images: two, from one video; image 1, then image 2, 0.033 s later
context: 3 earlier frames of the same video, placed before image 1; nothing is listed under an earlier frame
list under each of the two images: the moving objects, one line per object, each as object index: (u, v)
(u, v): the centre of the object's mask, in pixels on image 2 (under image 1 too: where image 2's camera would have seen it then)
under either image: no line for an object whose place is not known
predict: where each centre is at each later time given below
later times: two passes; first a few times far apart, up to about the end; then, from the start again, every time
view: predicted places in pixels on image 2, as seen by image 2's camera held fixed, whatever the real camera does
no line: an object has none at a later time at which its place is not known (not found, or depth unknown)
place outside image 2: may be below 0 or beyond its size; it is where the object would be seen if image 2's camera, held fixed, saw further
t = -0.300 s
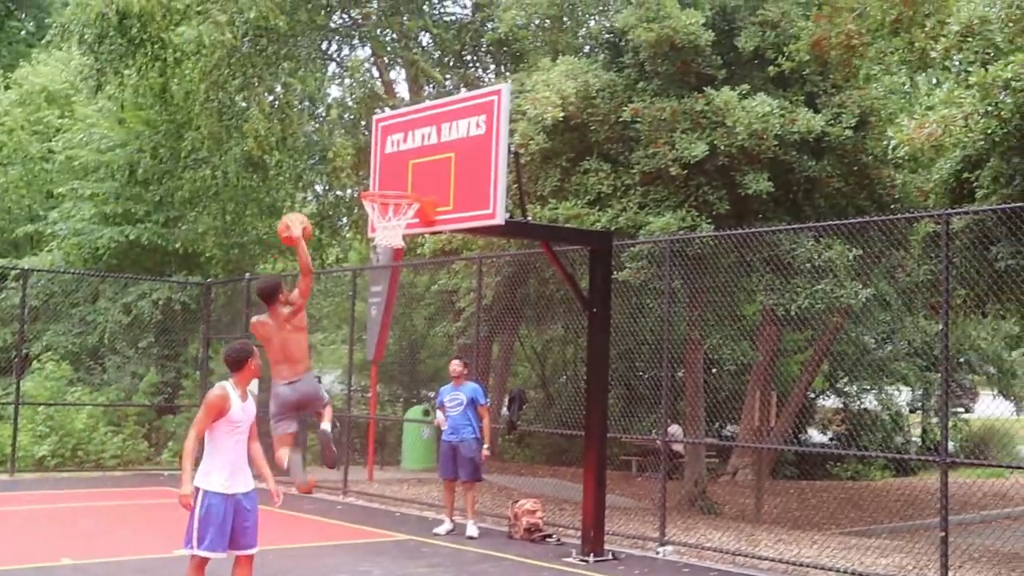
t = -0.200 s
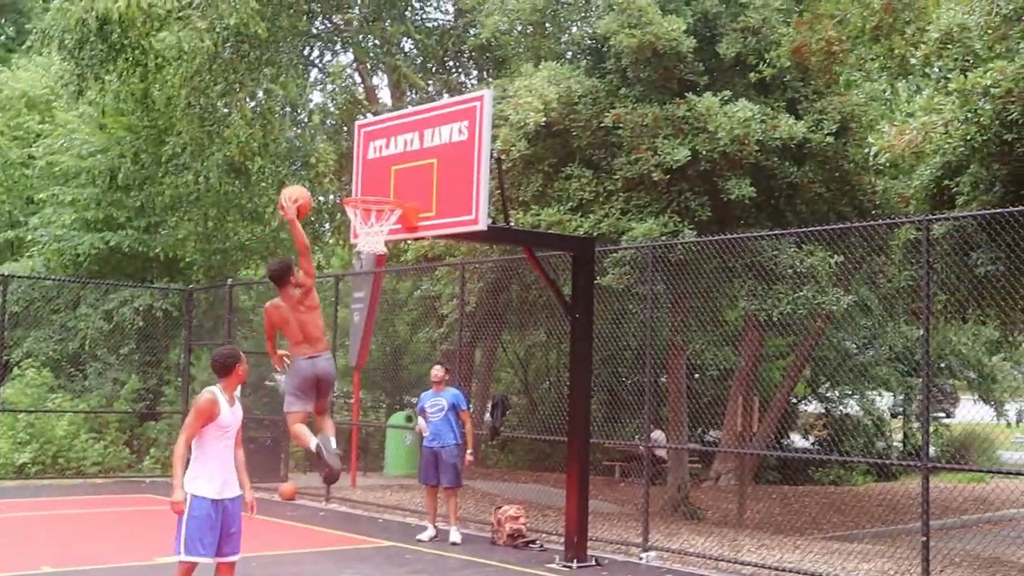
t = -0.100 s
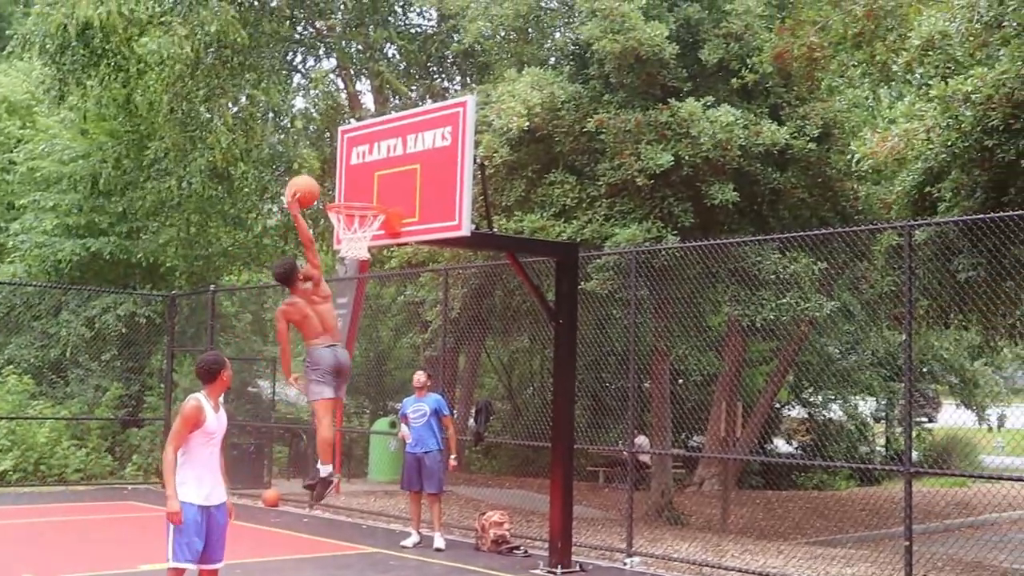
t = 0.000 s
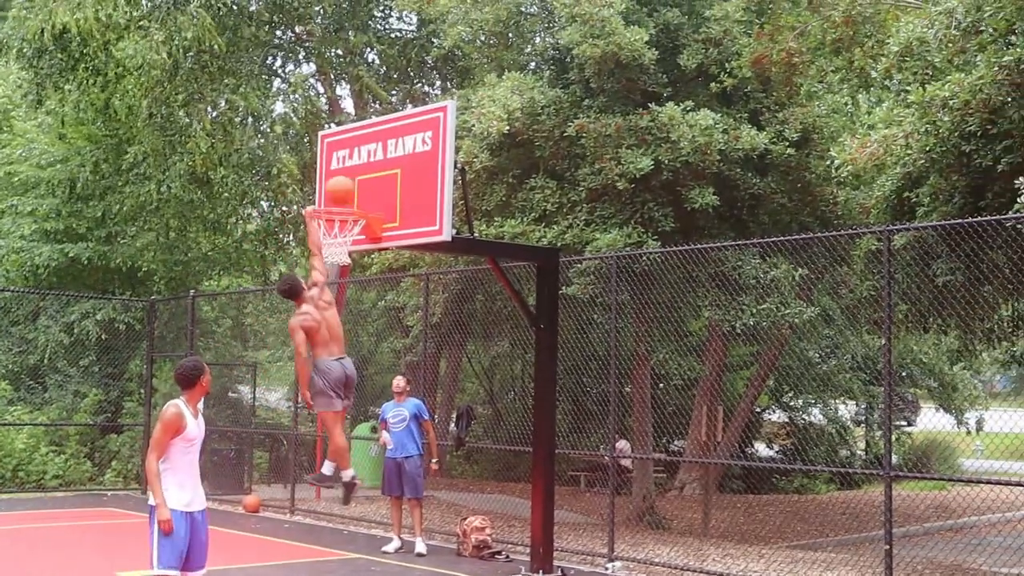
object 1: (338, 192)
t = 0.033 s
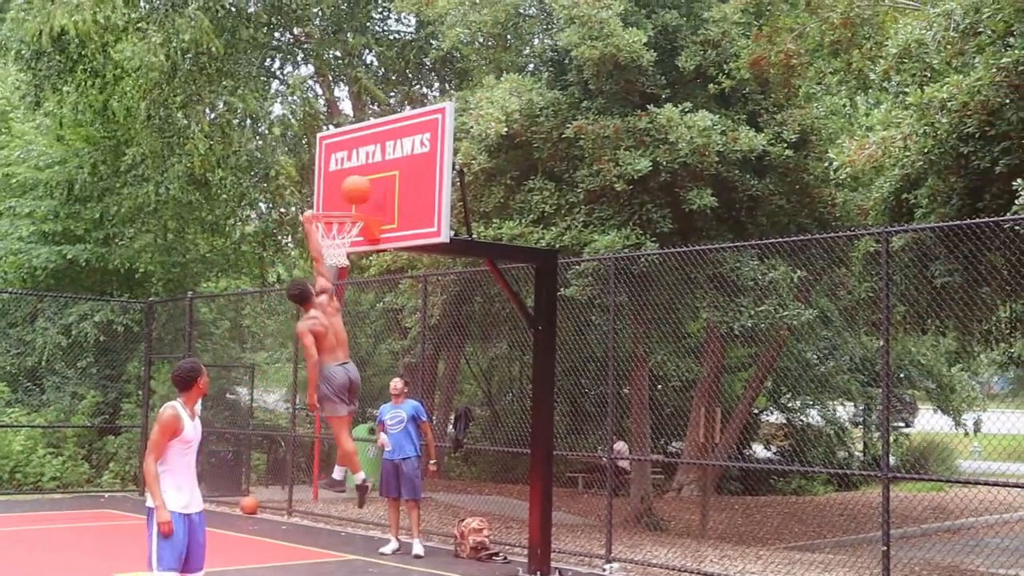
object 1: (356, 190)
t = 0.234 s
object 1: (294, 168)
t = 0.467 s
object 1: (182, 194)
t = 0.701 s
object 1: (62, 294)
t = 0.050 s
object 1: (366, 190)
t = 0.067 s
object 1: (367, 188)
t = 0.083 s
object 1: (360, 184)
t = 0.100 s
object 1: (352, 180)
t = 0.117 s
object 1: (345, 179)
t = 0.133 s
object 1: (336, 177)
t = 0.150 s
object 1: (329, 173)
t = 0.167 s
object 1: (321, 171)
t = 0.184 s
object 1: (313, 170)
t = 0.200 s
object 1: (308, 169)
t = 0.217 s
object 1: (301, 169)
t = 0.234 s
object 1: (294, 168)
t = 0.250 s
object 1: (286, 168)
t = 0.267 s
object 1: (279, 168)
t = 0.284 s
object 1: (271, 168)
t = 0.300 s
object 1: (264, 169)
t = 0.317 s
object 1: (255, 170)
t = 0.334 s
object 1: (248, 171)
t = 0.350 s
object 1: (241, 172)
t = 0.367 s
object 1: (232, 174)
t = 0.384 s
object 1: (223, 176)
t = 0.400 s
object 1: (215, 179)
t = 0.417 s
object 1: (207, 182)
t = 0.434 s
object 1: (198, 186)
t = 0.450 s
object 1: (190, 190)
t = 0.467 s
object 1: (182, 194)
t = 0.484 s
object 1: (175, 199)
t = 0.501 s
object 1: (166, 204)
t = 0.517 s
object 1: (157, 209)
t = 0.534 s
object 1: (149, 215)
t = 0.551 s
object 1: (140, 220)
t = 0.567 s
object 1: (132, 227)
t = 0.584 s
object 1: (123, 234)
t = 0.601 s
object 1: (114, 241)
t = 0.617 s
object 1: (106, 250)
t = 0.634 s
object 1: (98, 259)
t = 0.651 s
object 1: (89, 267)
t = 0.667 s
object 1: (81, 276)
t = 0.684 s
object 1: (70, 285)
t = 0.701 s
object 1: (62, 294)
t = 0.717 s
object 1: (53, 305)
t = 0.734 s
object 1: (45, 316)
